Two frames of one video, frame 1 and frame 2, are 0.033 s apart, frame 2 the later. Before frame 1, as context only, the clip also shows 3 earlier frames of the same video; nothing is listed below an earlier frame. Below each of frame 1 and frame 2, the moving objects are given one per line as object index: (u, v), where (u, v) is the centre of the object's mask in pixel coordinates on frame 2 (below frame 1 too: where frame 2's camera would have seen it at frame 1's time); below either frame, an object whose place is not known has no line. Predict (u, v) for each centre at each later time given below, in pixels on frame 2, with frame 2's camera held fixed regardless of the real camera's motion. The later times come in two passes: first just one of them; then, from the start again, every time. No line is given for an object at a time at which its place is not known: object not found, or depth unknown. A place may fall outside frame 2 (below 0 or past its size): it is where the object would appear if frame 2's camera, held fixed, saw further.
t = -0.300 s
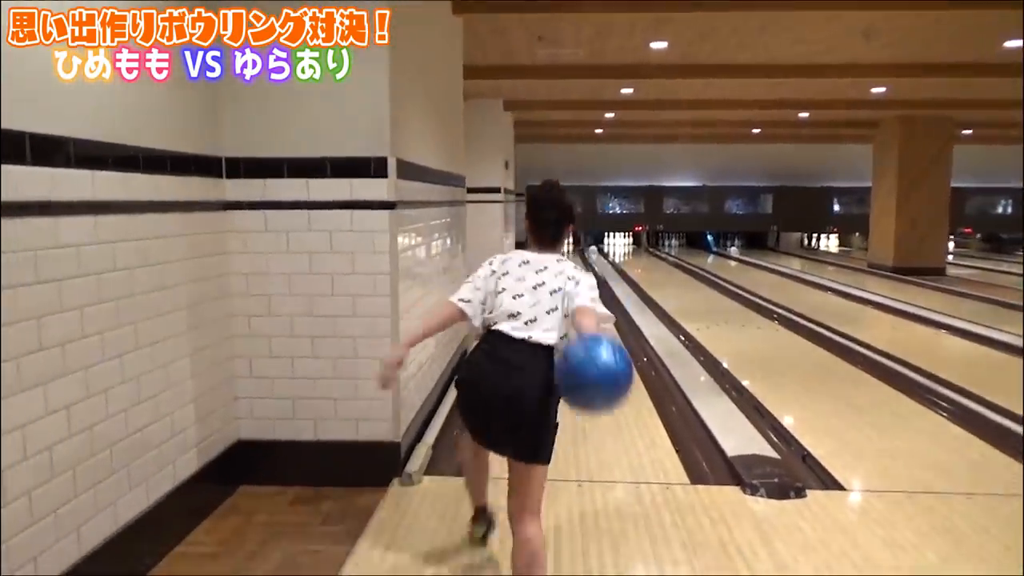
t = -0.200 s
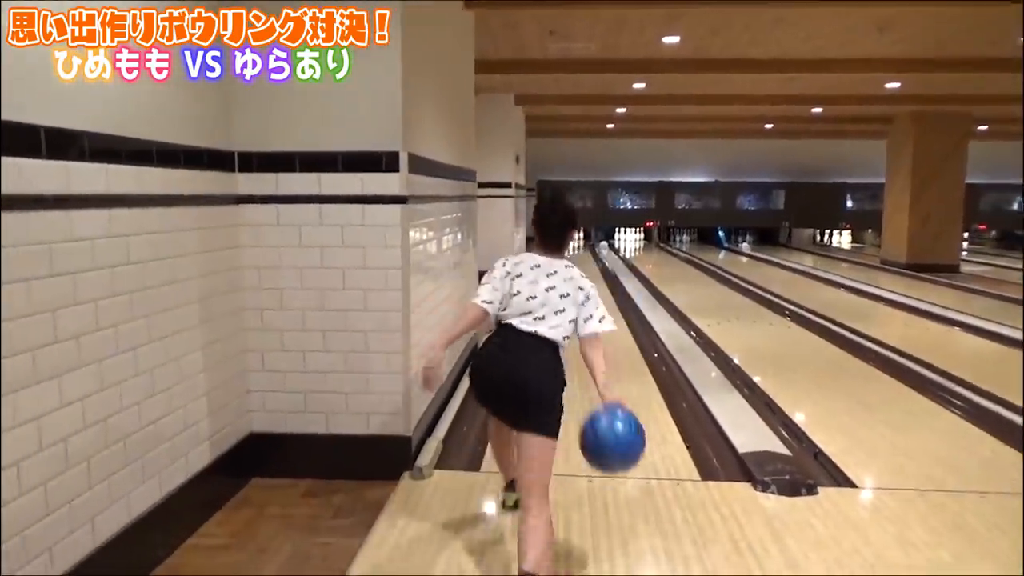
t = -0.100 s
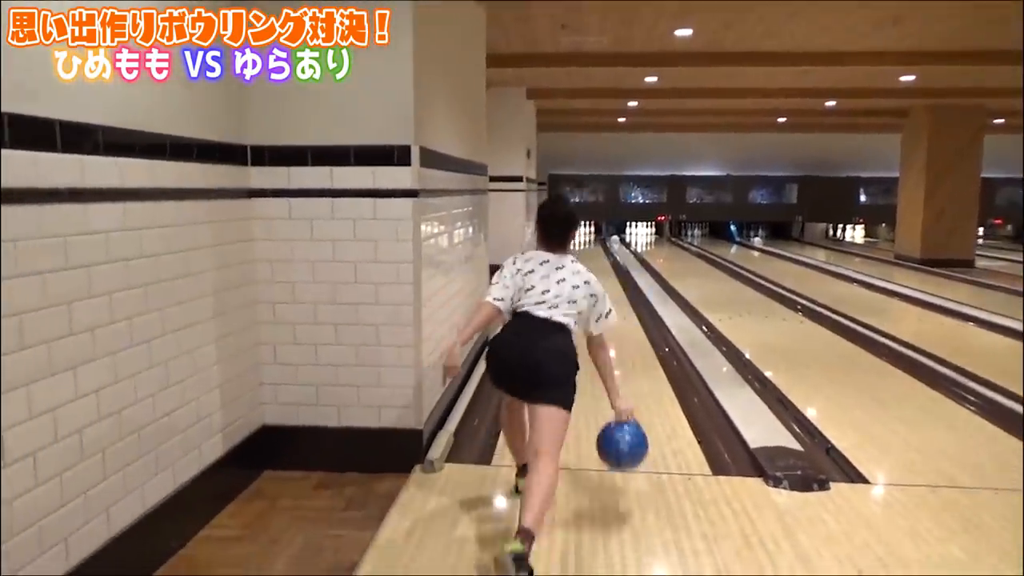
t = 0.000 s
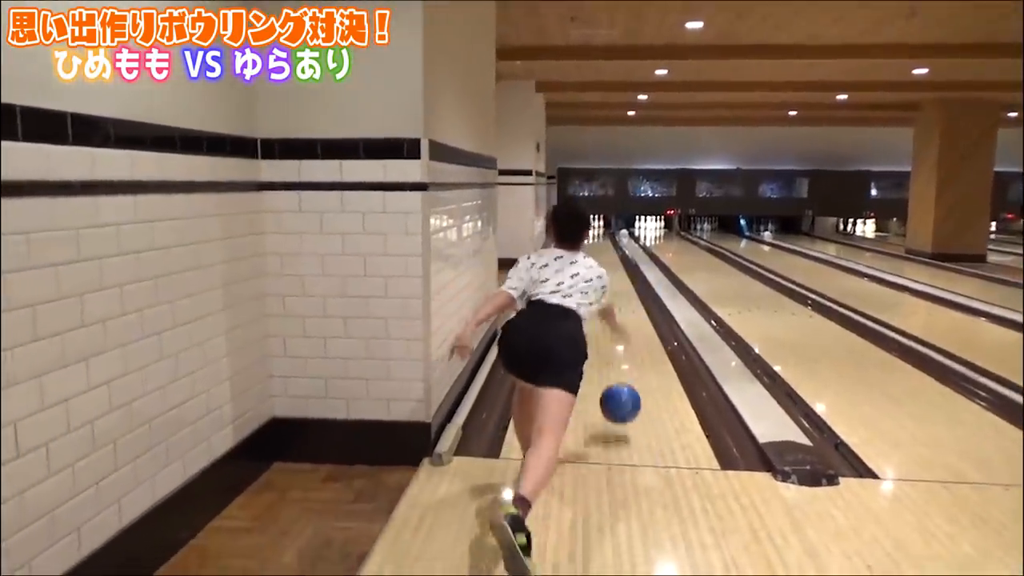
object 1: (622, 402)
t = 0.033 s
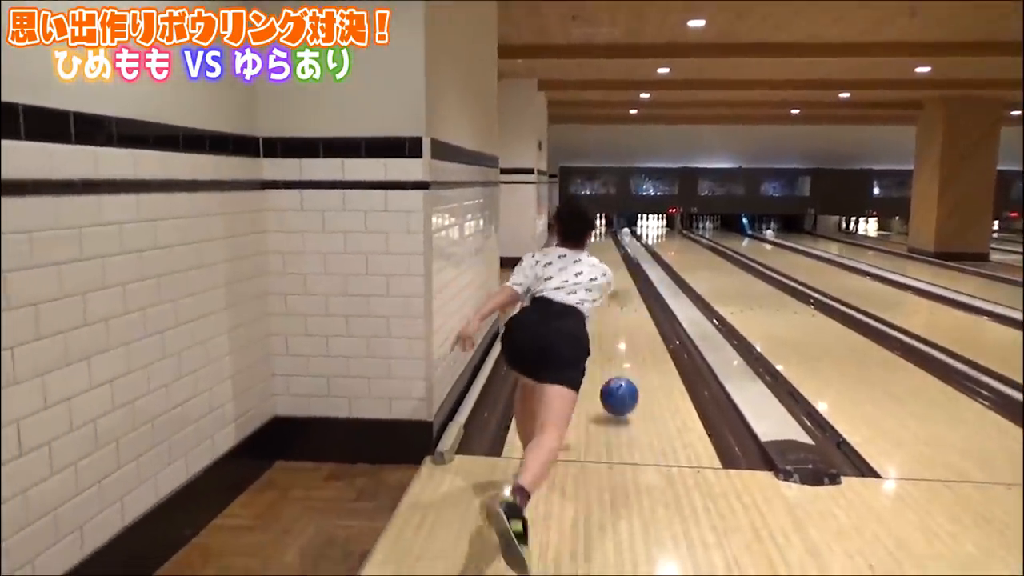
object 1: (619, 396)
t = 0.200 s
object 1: (609, 349)
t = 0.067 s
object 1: (616, 389)
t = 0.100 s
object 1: (614, 374)
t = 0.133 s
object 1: (613, 363)
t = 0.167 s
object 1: (611, 355)
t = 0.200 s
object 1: (609, 349)
